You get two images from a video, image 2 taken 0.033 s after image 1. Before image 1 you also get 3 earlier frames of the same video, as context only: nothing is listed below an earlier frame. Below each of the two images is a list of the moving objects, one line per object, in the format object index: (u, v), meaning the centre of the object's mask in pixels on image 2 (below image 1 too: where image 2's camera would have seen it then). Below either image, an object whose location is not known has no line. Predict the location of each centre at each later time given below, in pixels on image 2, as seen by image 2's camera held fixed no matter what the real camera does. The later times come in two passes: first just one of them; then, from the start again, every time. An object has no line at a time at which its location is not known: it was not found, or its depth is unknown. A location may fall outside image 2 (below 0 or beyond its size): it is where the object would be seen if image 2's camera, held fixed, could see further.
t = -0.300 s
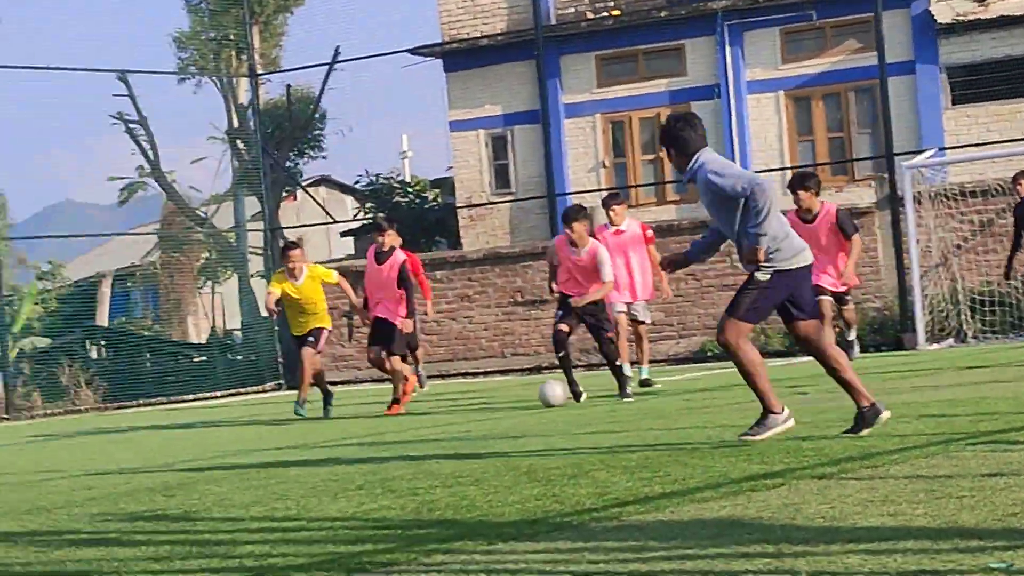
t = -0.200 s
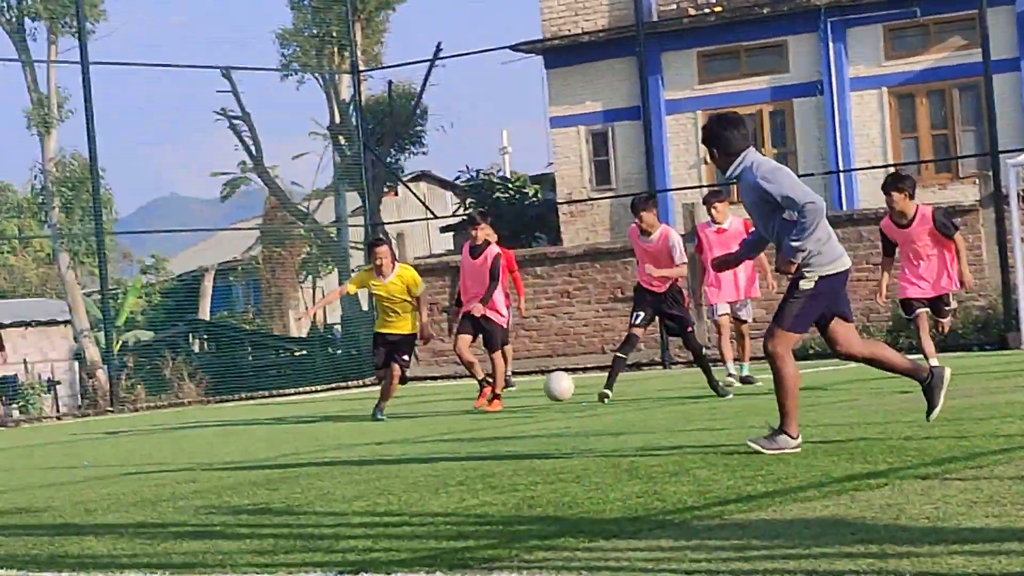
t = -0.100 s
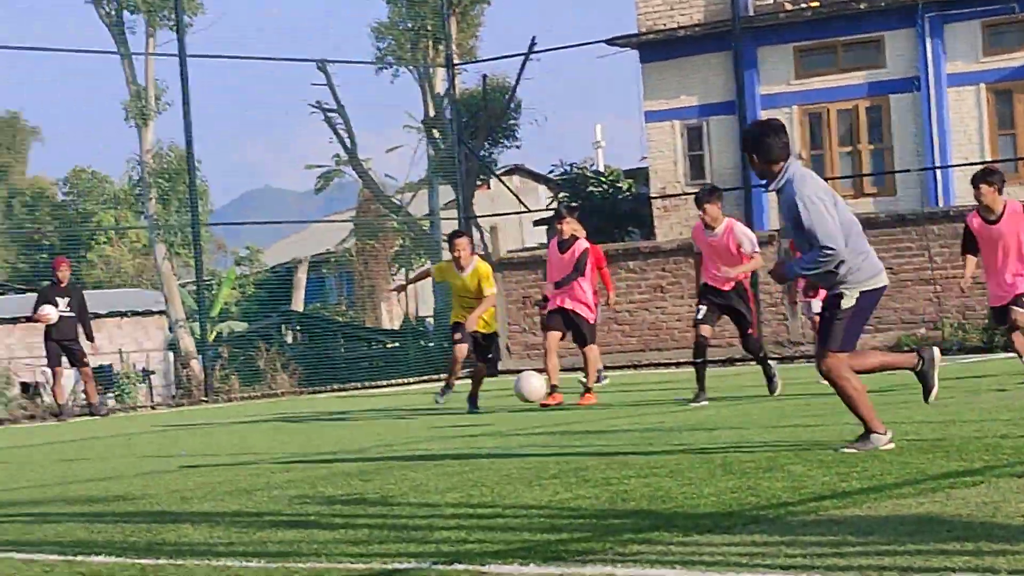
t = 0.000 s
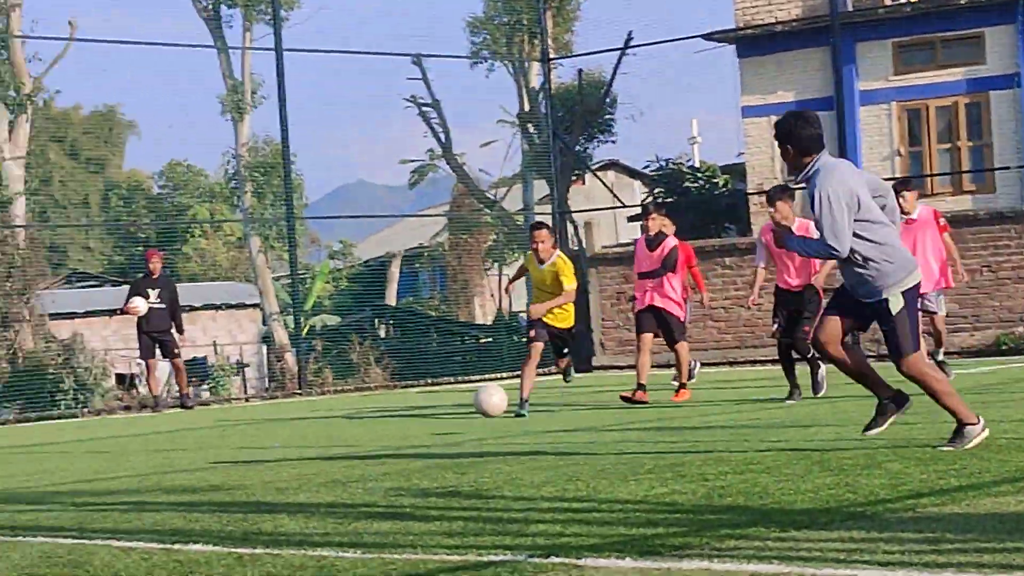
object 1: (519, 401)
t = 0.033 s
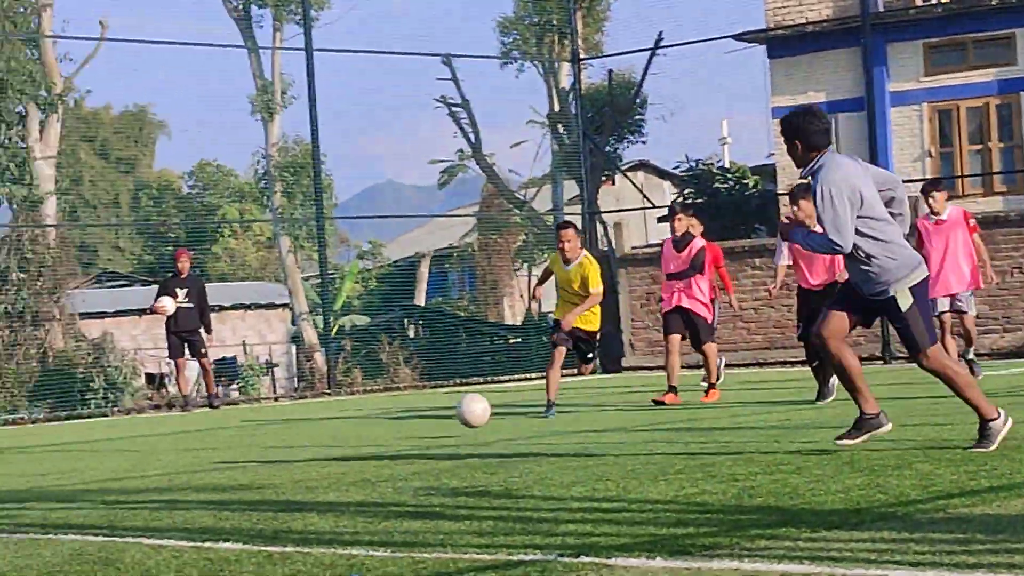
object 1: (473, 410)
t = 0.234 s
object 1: (214, 426)
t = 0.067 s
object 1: (426, 422)
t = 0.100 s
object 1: (382, 427)
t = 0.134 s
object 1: (342, 423)
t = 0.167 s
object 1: (301, 422)
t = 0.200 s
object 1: (258, 423)
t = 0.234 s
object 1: (214, 426)
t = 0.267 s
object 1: (169, 431)
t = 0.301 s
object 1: (122, 438)
